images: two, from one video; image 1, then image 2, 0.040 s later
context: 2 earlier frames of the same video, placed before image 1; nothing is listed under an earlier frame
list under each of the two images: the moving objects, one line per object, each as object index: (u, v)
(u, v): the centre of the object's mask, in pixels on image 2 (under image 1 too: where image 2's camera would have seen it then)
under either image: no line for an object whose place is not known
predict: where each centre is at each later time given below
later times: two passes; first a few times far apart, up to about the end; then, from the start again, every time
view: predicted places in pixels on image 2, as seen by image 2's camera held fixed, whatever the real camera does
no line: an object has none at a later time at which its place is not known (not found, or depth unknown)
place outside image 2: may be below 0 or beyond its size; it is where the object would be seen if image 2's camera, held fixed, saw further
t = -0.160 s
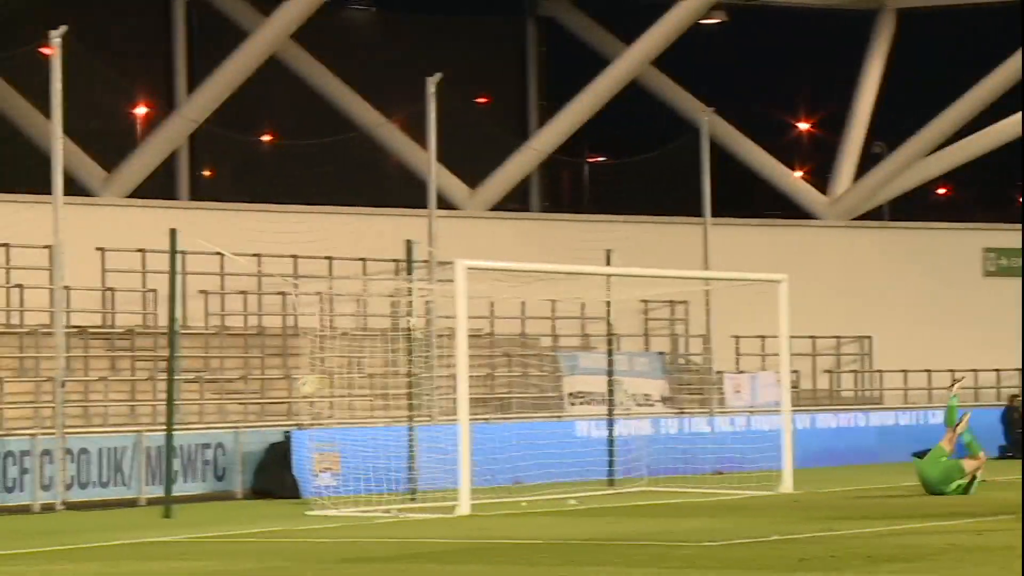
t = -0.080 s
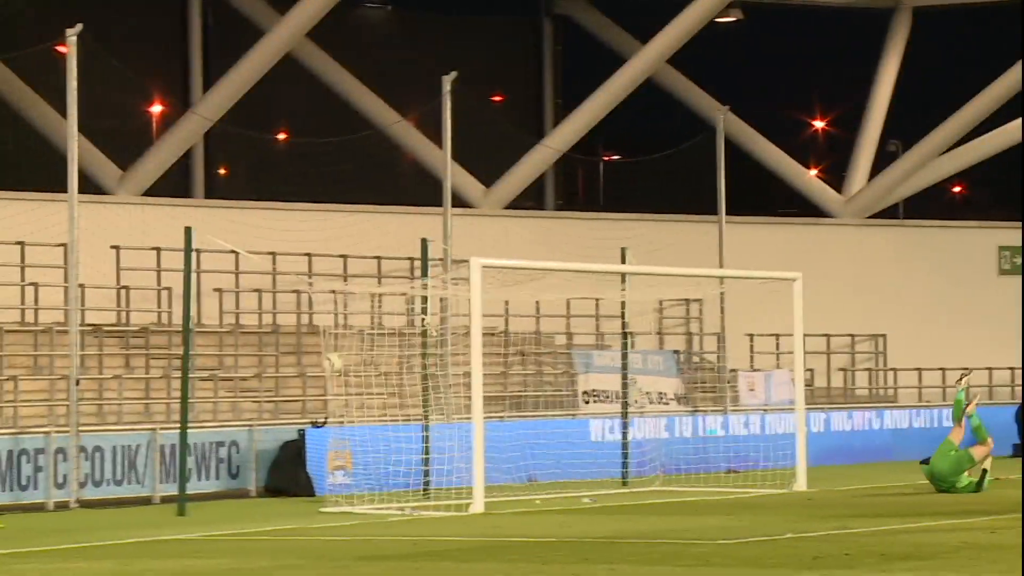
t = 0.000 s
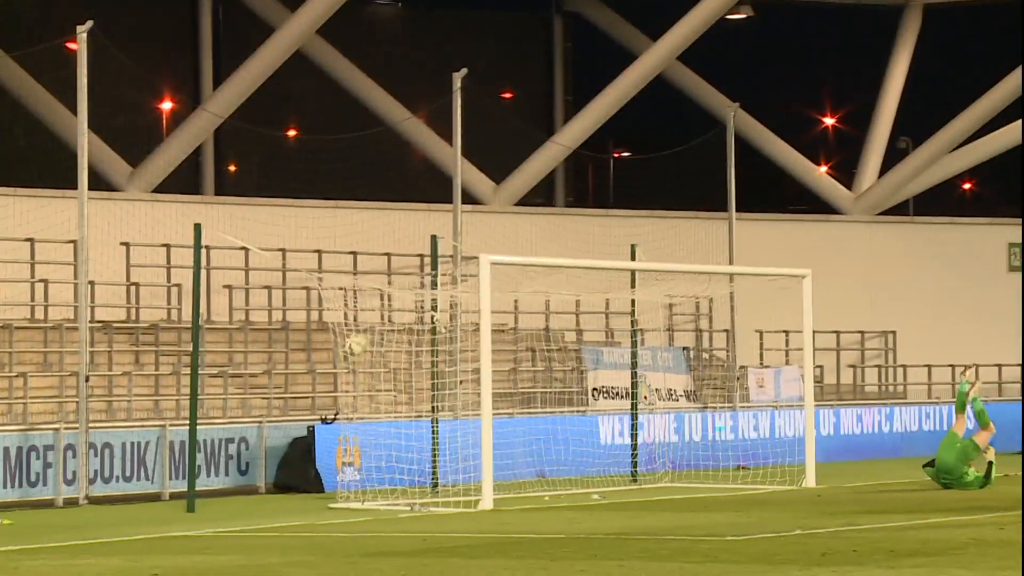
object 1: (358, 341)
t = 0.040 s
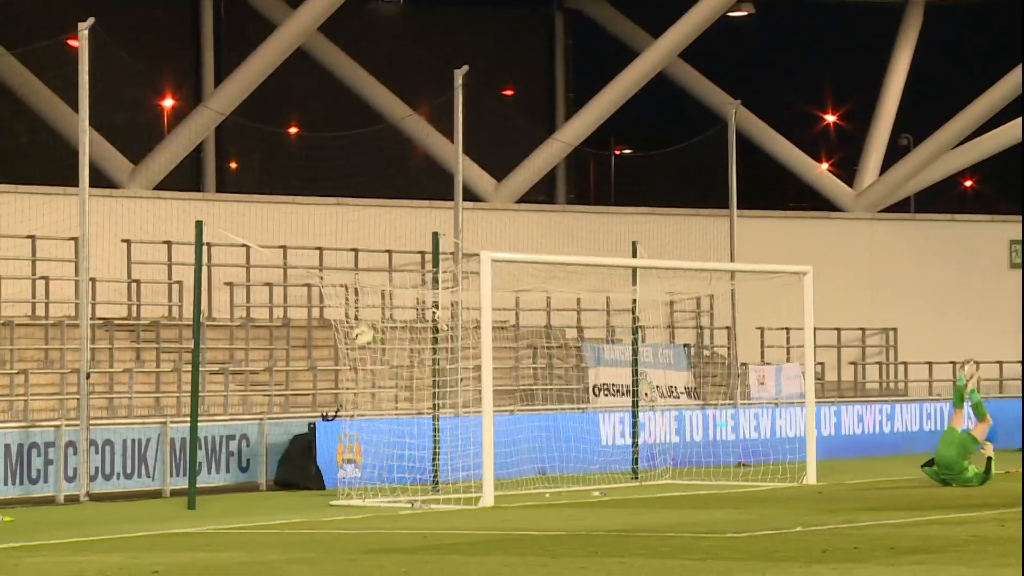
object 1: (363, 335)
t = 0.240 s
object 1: (397, 331)
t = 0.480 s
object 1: (439, 371)
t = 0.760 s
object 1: (459, 476)
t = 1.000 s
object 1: (430, 471)
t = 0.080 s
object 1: (370, 332)
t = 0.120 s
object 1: (375, 330)
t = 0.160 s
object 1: (383, 330)
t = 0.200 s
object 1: (391, 330)
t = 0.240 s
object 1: (397, 331)
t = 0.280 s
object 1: (403, 334)
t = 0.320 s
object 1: (411, 339)
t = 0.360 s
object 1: (418, 345)
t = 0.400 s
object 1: (425, 352)
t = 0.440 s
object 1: (433, 361)
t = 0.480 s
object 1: (439, 371)
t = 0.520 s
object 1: (447, 384)
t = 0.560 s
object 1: (455, 398)
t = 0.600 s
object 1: (462, 412)
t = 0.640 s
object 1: (469, 429)
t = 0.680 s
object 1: (467, 444)
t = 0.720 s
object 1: (462, 459)
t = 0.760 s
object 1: (459, 476)
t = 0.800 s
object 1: (453, 492)
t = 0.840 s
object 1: (448, 490)
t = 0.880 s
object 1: (443, 483)
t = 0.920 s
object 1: (440, 478)
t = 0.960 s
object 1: (435, 474)
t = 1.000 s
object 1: (430, 471)
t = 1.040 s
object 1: (425, 470)
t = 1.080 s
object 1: (421, 469)
